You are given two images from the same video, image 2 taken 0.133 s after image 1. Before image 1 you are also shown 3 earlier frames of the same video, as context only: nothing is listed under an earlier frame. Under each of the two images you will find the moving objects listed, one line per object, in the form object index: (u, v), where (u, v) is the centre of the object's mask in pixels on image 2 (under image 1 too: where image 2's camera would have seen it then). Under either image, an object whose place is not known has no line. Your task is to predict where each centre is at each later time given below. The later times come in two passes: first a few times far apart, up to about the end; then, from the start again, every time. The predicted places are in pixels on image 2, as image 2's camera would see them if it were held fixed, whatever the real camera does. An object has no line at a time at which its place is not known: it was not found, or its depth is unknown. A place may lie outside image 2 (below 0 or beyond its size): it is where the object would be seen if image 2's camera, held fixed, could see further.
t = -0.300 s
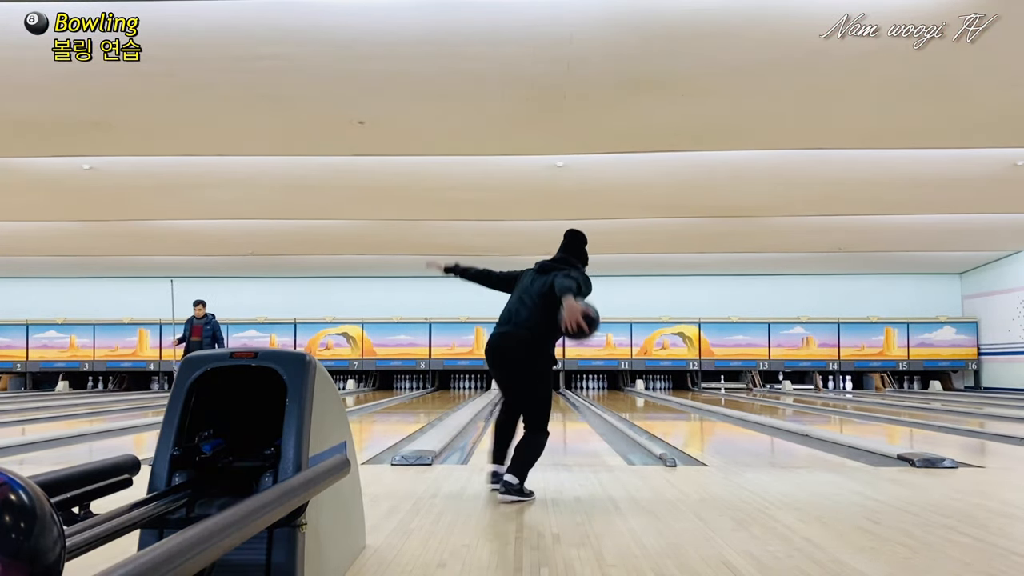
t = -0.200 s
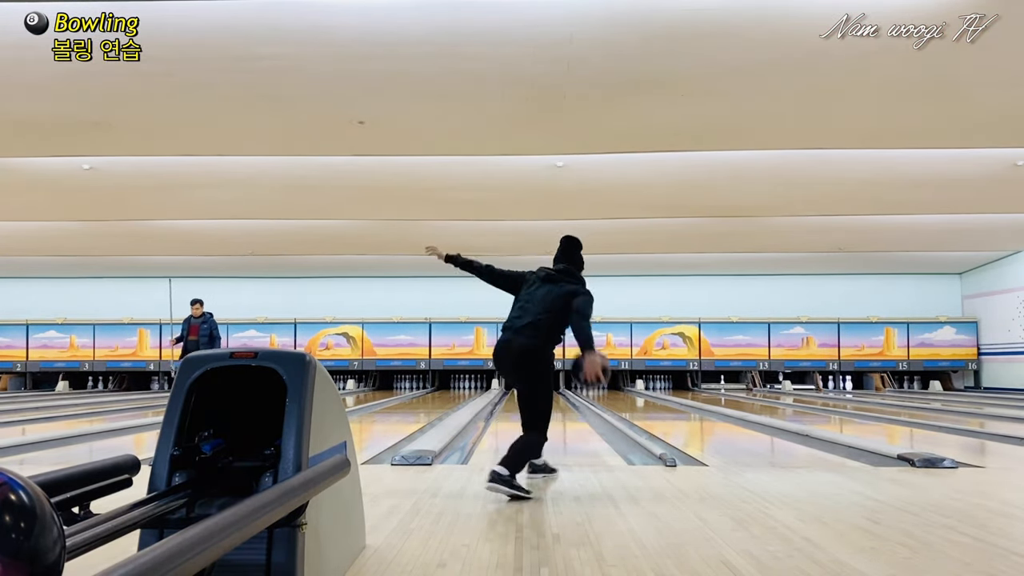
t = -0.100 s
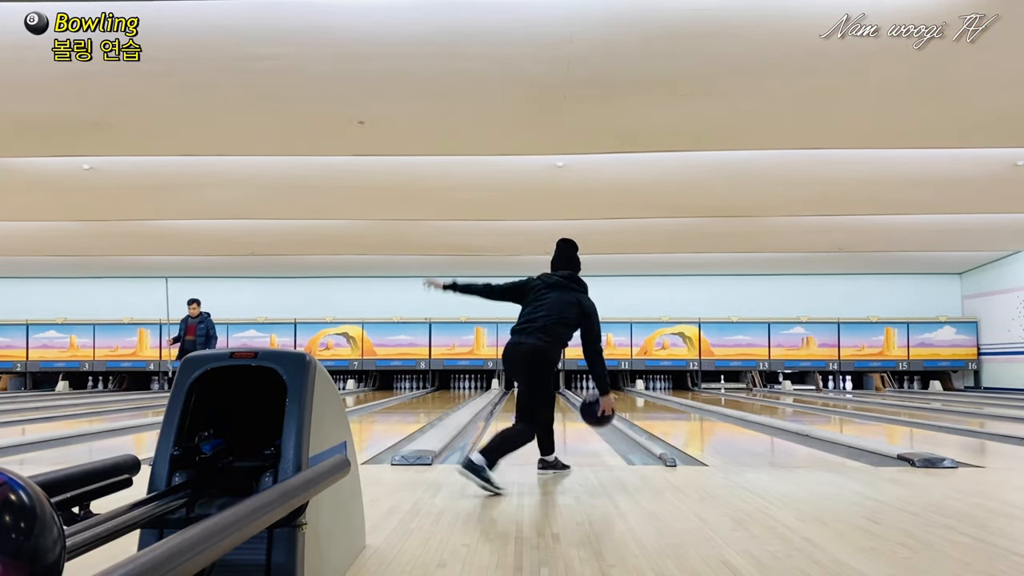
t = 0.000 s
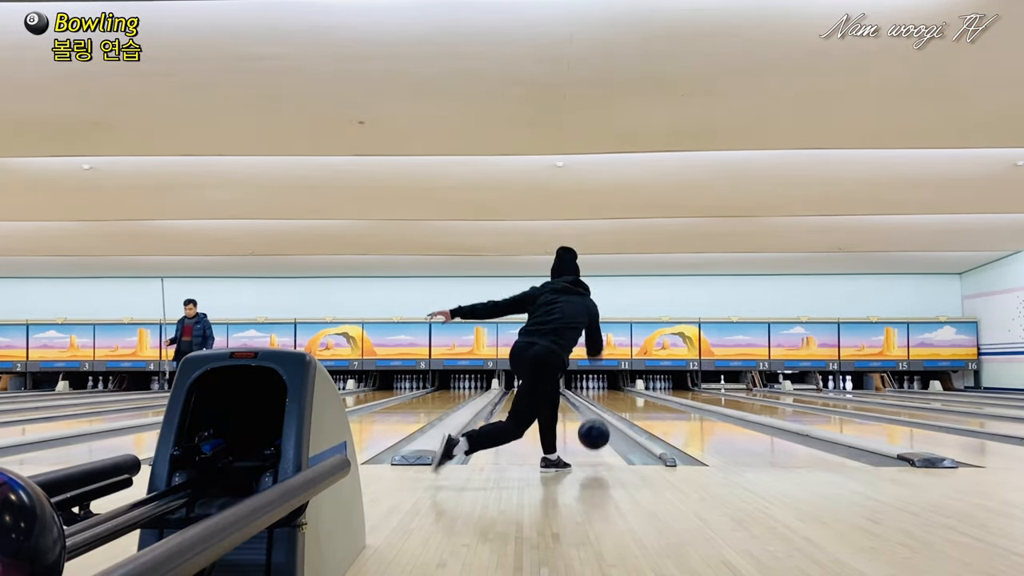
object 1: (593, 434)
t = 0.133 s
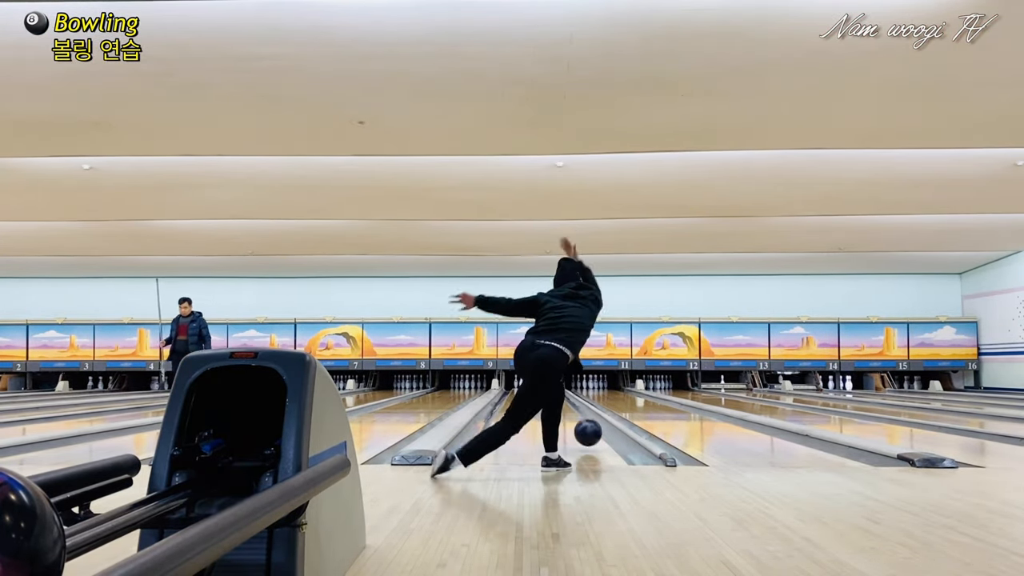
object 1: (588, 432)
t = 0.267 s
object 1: (583, 428)
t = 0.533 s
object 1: (575, 416)
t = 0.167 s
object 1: (586, 431)
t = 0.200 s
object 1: (585, 431)
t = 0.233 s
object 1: (584, 429)
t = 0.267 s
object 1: (583, 428)
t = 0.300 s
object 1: (582, 426)
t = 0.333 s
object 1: (580, 424)
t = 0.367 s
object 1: (579, 423)
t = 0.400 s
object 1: (578, 421)
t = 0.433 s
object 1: (577, 420)
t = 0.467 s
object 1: (576, 418)
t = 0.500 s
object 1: (575, 417)
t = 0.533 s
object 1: (575, 416)
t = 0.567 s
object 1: (574, 415)
